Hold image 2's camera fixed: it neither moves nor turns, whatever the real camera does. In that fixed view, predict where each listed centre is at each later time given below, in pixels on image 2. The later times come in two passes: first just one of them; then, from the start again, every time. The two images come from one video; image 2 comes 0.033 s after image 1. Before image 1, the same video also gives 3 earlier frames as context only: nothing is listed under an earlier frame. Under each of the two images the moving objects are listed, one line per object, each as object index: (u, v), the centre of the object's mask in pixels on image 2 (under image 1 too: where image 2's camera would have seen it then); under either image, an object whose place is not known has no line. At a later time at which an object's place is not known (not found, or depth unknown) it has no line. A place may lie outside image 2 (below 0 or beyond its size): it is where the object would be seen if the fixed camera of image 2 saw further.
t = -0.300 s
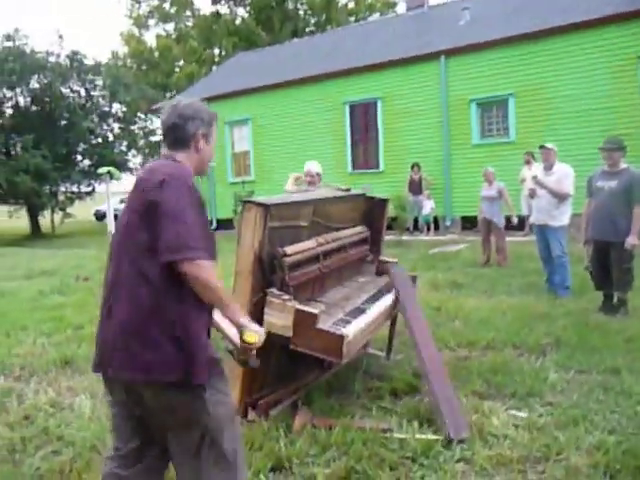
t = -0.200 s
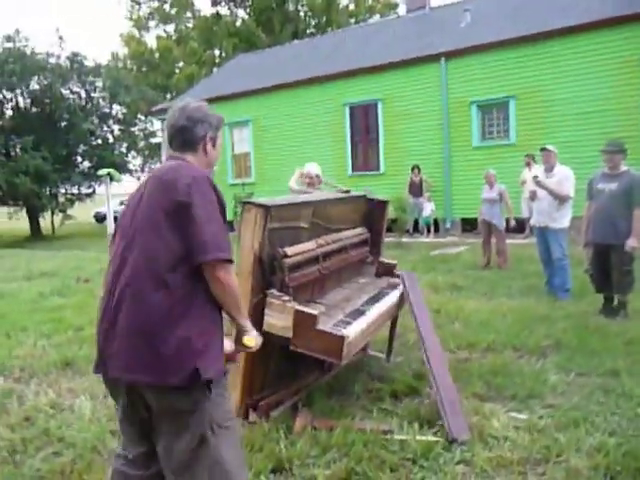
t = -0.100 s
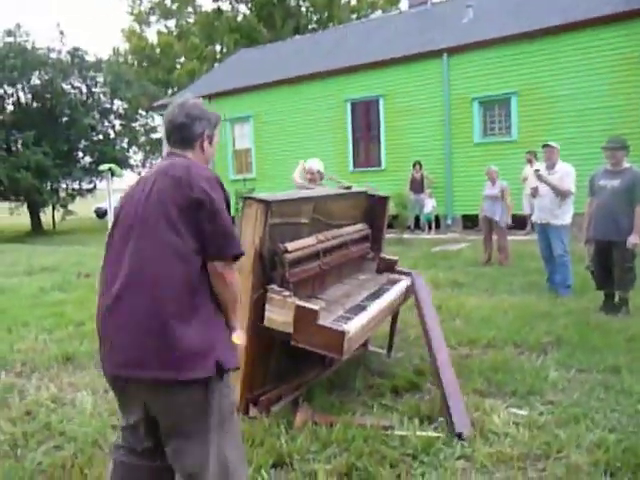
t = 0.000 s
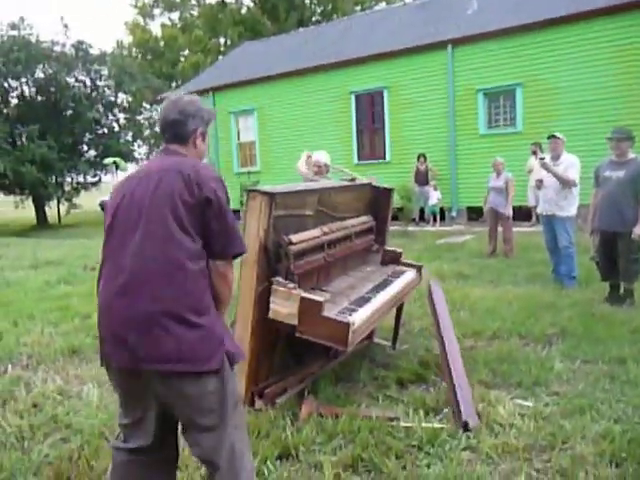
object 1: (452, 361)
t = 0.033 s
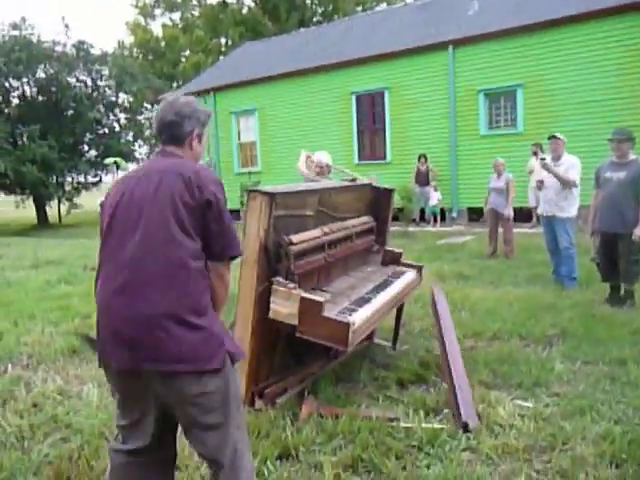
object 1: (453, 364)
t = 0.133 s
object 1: (458, 379)
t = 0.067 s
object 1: (455, 369)
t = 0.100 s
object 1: (457, 374)
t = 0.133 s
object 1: (458, 379)
